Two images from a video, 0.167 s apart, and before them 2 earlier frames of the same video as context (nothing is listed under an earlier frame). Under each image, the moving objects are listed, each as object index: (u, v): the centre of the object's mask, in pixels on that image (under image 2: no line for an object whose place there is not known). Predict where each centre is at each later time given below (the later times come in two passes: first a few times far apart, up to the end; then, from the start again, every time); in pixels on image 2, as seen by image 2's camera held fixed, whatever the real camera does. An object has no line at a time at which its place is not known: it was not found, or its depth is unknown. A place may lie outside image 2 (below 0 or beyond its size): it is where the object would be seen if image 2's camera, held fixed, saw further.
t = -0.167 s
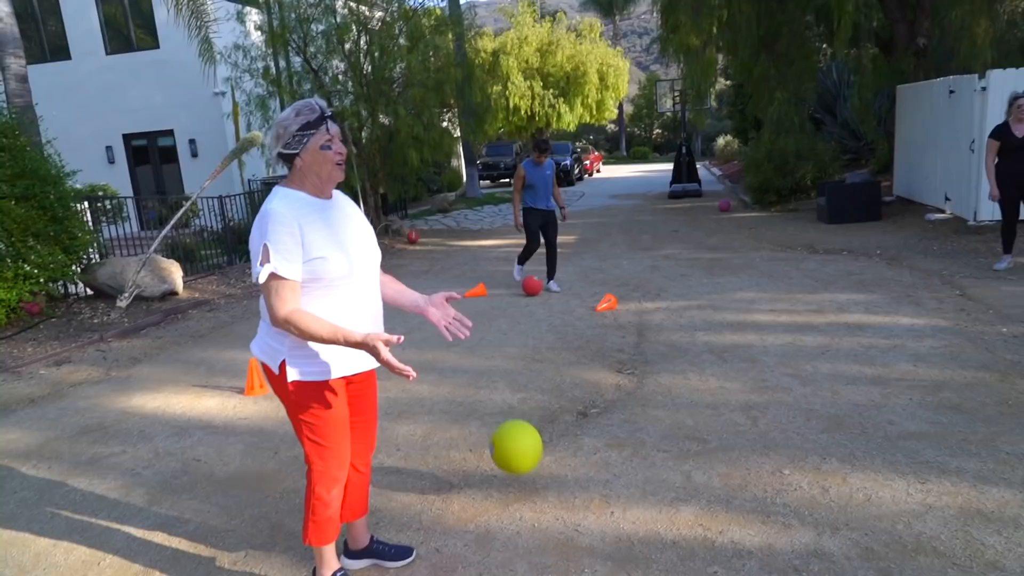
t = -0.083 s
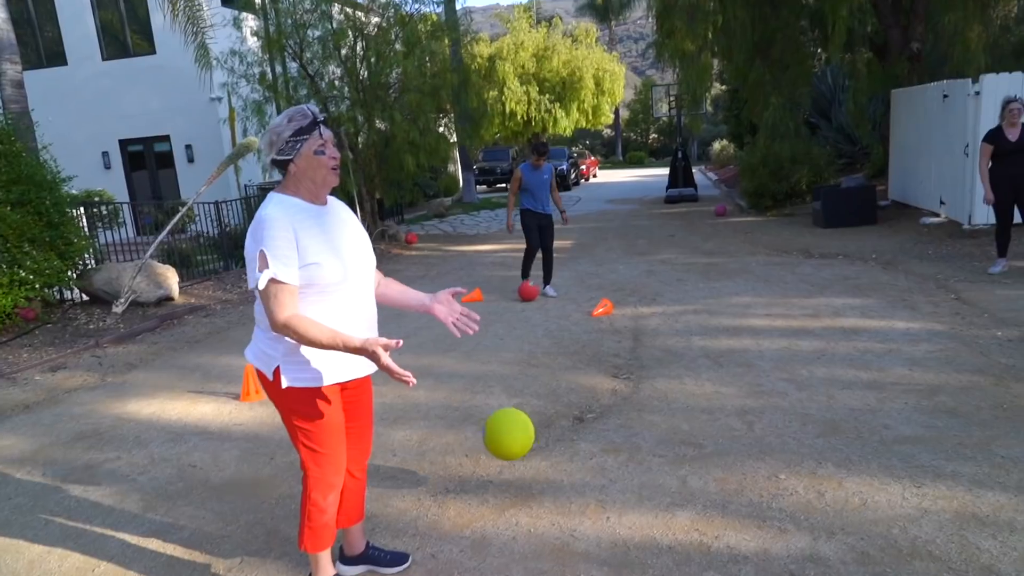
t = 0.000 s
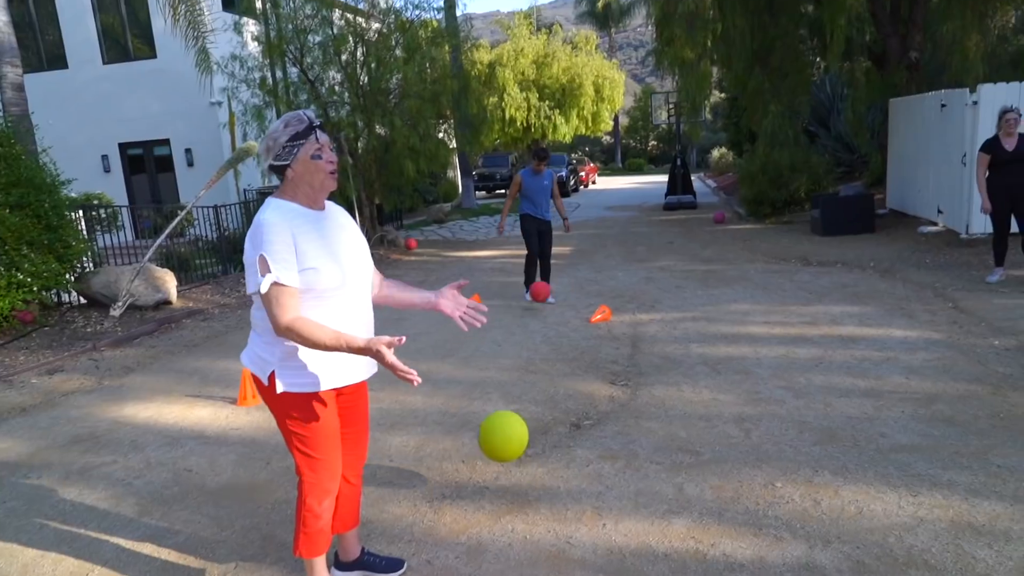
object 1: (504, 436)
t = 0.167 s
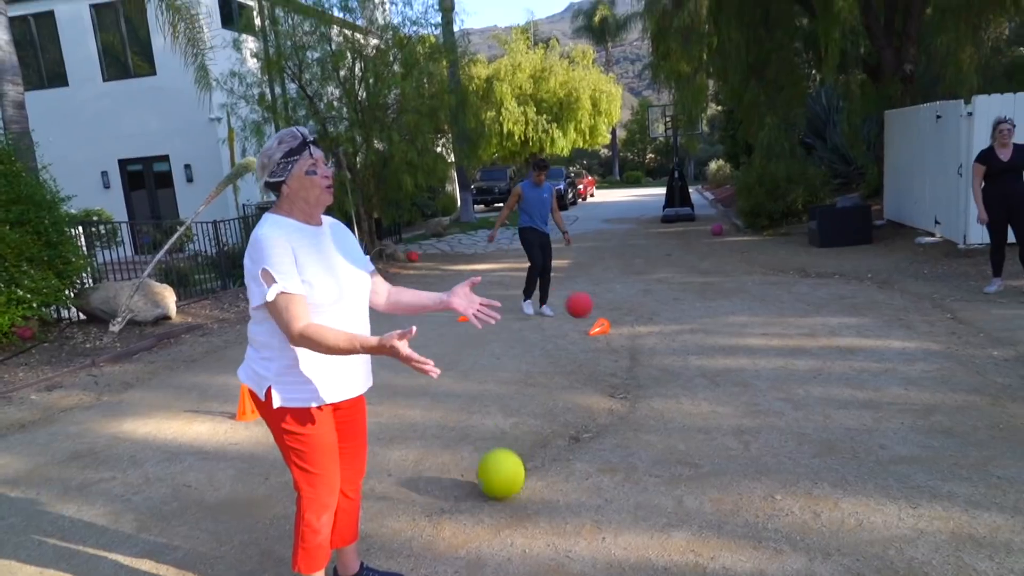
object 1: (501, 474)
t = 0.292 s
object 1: (493, 440)
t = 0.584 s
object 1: (484, 427)
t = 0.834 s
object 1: (484, 425)
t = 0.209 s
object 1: (498, 459)
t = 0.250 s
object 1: (495, 448)
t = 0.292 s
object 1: (493, 440)
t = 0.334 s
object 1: (491, 436)
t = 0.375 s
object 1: (489, 435)
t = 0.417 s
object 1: (487, 437)
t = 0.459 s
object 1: (486, 441)
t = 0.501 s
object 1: (485, 448)
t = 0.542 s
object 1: (485, 437)
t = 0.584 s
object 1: (484, 427)
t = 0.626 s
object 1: (484, 420)
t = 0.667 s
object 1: (483, 416)
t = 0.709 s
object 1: (483, 415)
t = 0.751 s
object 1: (484, 417)
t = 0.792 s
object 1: (484, 422)
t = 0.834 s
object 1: (484, 425)
